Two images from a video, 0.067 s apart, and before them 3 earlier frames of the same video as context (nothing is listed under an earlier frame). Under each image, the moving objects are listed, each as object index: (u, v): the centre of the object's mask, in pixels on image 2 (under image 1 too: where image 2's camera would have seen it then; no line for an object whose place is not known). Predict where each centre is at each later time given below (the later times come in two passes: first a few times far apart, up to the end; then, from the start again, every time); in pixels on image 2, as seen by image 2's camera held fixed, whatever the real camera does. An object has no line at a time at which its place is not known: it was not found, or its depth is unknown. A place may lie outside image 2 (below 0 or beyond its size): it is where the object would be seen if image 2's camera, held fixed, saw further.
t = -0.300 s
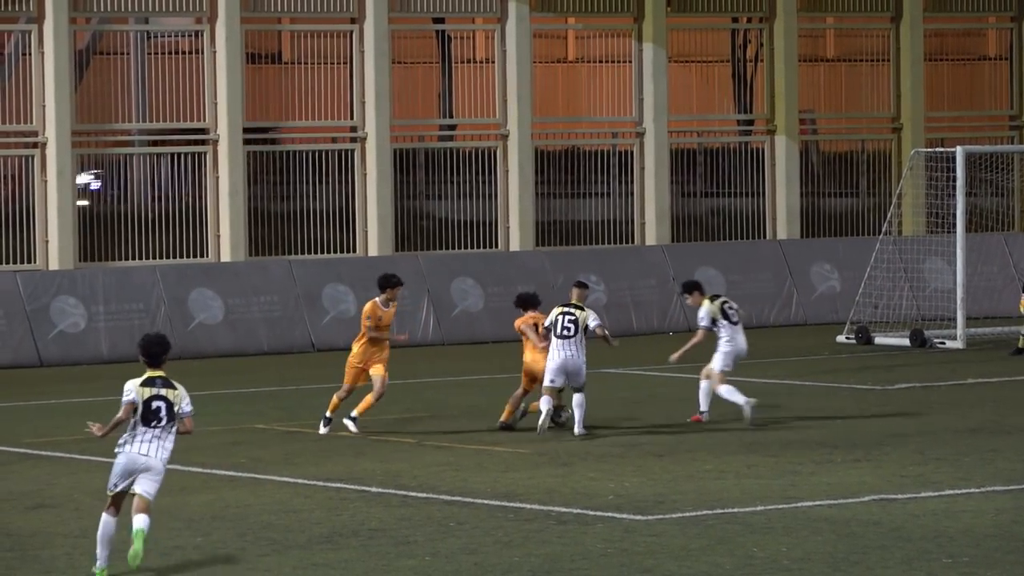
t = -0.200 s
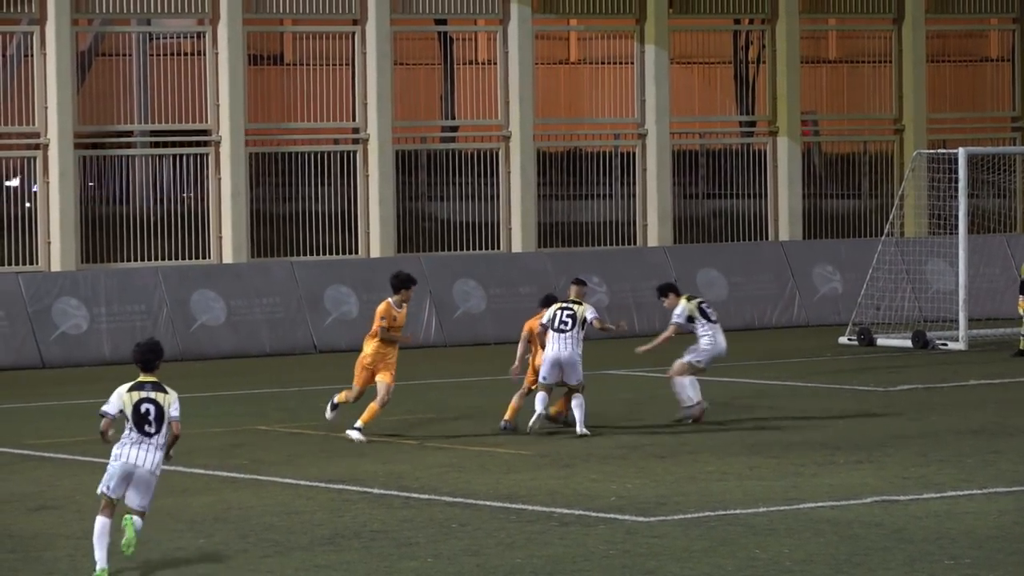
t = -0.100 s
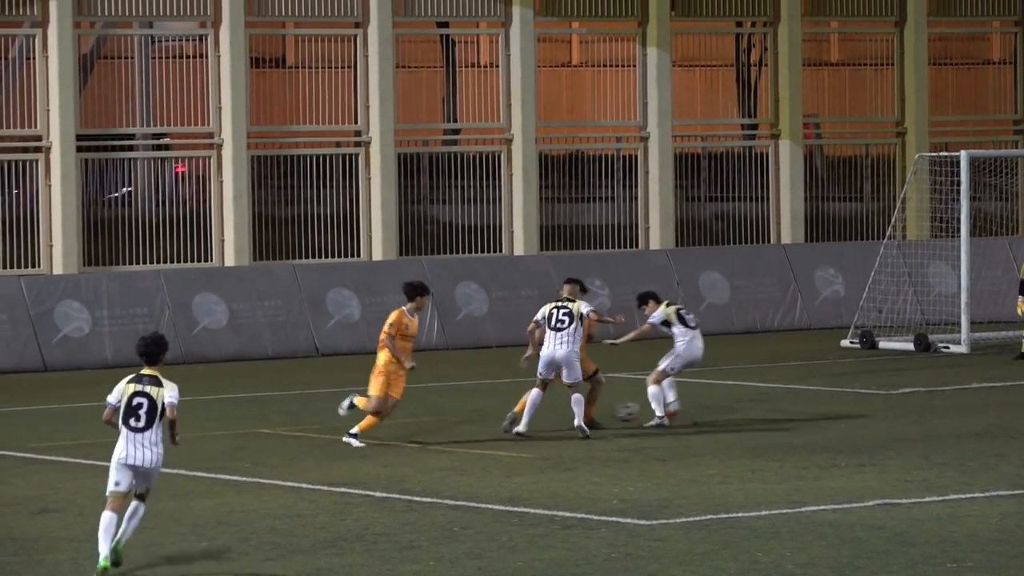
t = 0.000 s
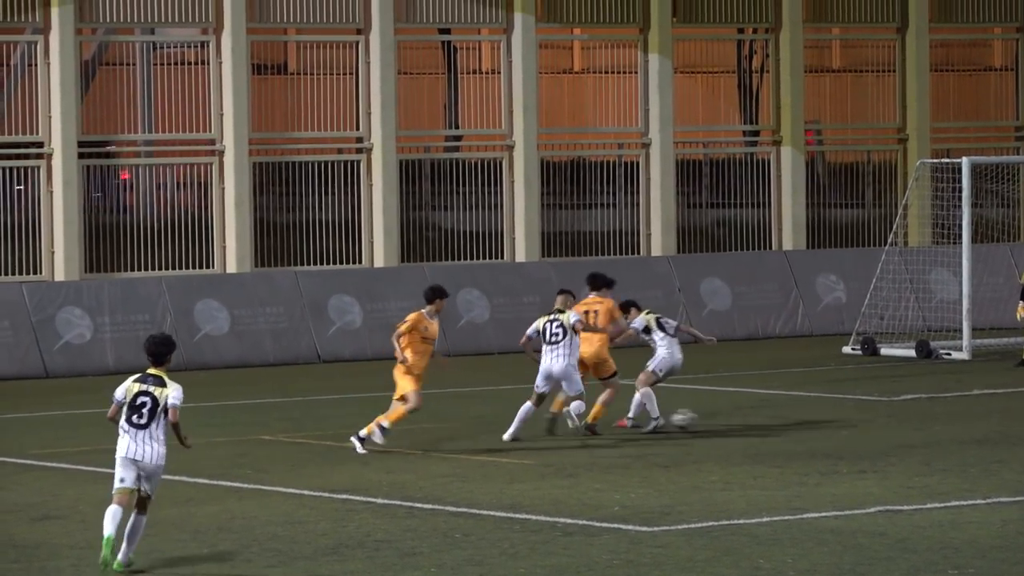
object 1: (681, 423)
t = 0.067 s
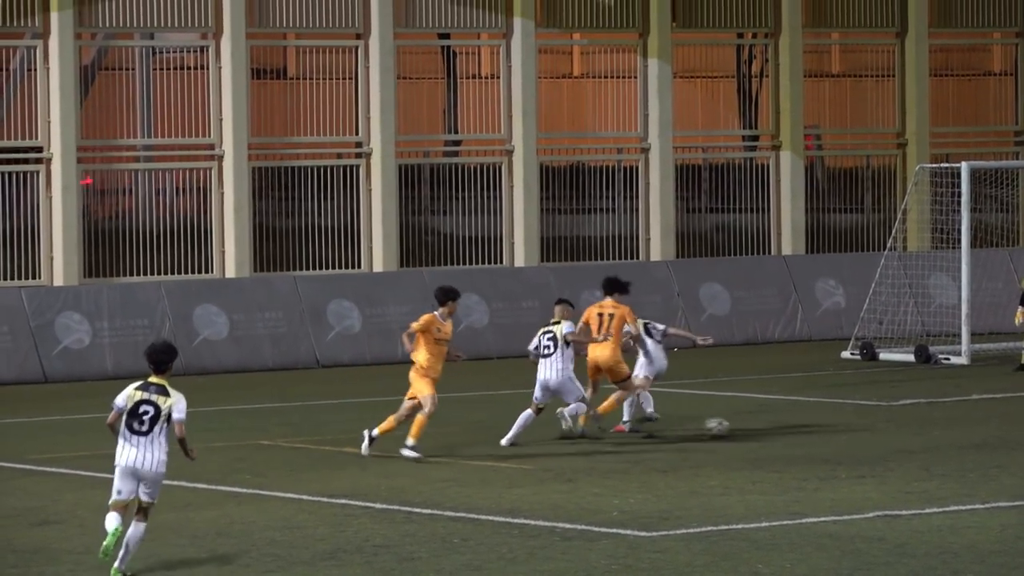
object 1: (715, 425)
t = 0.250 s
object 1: (787, 424)
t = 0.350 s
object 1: (816, 422)
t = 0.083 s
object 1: (722, 425)
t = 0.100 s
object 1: (729, 424)
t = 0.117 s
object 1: (734, 424)
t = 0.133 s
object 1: (741, 422)
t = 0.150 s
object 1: (748, 422)
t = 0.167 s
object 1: (754, 422)
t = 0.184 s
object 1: (761, 421)
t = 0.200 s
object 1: (768, 421)
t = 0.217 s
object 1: (774, 422)
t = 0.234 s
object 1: (780, 423)
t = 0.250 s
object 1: (787, 424)
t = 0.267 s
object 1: (793, 425)
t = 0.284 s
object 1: (798, 424)
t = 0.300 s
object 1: (803, 423)
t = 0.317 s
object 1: (807, 422)
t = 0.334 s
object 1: (811, 422)
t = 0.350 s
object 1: (816, 422)
